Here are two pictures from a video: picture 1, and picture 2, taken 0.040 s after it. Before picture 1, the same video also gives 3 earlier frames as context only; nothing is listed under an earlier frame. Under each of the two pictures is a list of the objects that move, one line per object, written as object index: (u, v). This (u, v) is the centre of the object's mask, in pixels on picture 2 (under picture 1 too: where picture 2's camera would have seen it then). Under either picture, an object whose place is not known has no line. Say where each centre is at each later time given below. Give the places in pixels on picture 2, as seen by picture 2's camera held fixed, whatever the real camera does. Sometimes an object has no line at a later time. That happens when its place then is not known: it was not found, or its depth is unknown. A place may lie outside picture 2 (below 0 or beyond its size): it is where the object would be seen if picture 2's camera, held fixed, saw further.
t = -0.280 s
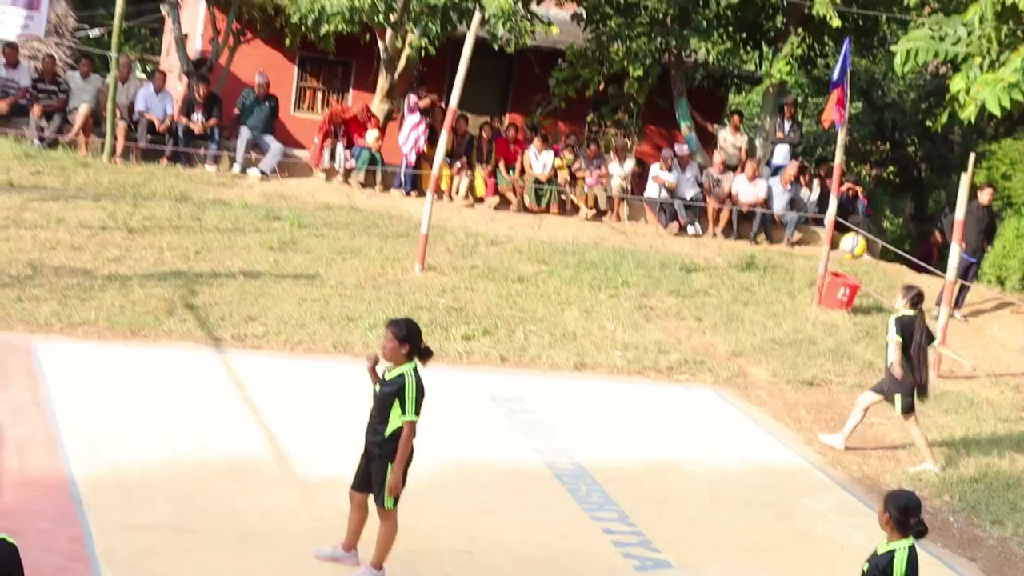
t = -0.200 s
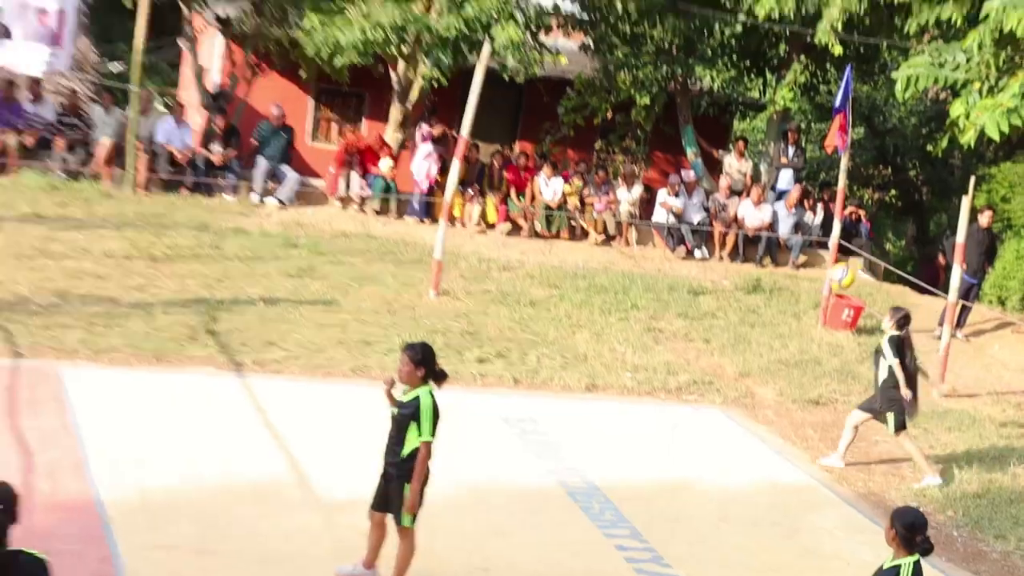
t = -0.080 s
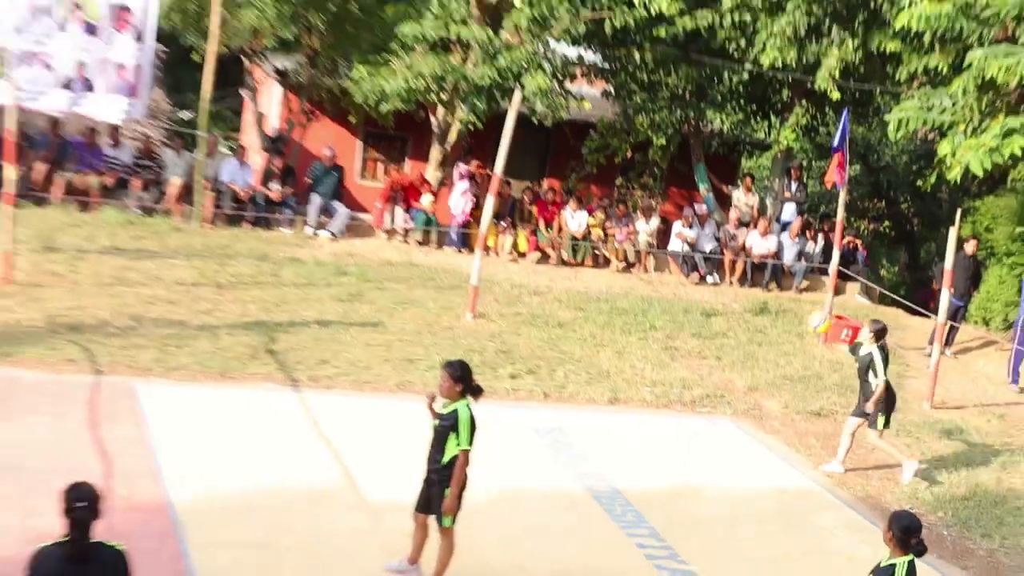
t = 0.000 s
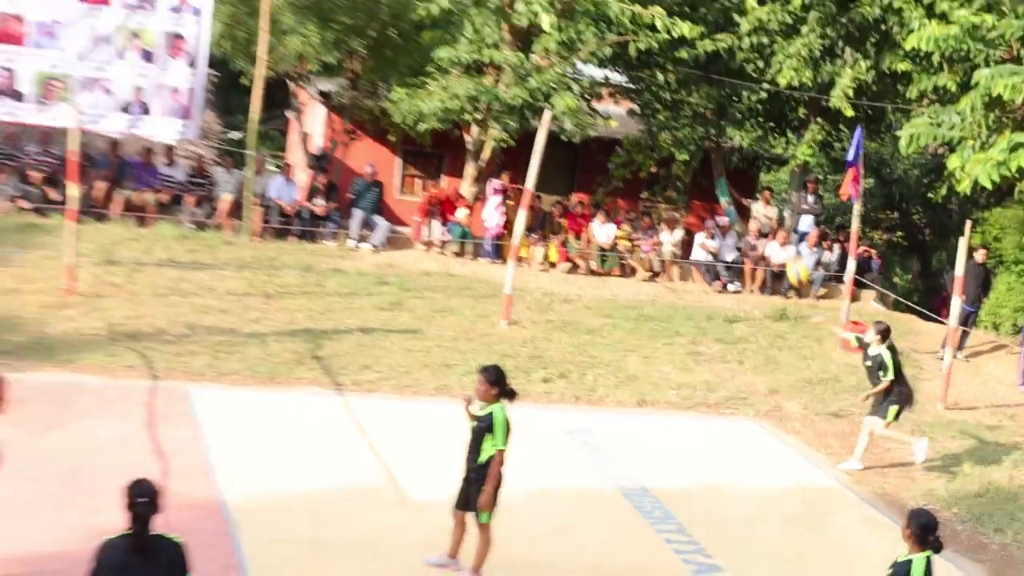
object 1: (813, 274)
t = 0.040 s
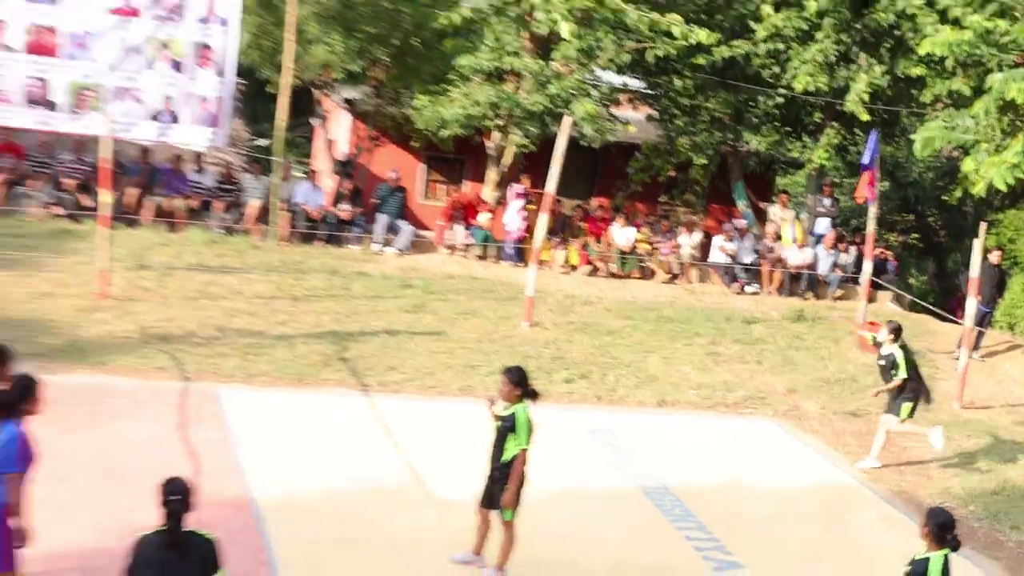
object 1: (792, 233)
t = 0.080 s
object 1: (769, 196)
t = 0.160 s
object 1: (722, 127)
